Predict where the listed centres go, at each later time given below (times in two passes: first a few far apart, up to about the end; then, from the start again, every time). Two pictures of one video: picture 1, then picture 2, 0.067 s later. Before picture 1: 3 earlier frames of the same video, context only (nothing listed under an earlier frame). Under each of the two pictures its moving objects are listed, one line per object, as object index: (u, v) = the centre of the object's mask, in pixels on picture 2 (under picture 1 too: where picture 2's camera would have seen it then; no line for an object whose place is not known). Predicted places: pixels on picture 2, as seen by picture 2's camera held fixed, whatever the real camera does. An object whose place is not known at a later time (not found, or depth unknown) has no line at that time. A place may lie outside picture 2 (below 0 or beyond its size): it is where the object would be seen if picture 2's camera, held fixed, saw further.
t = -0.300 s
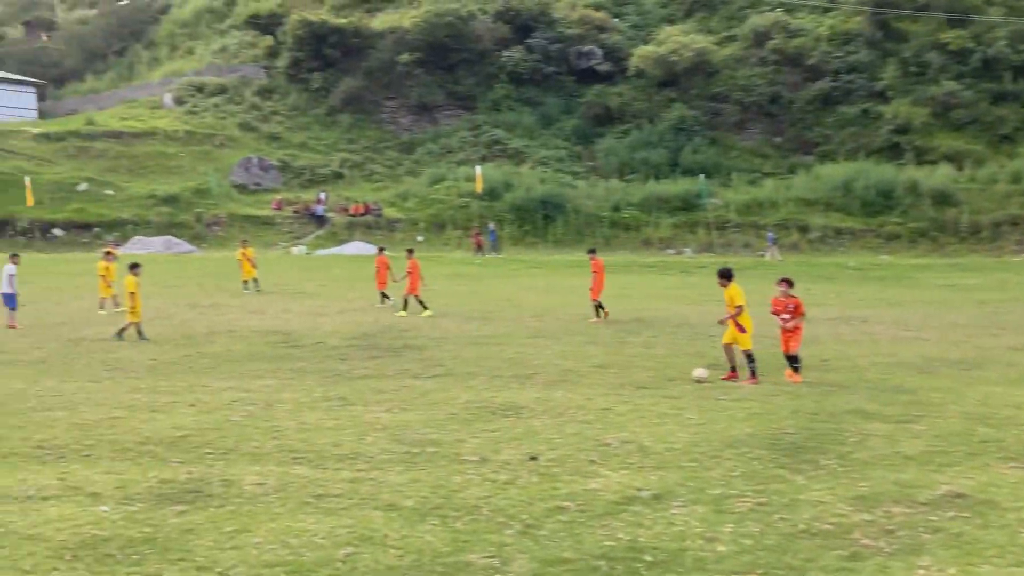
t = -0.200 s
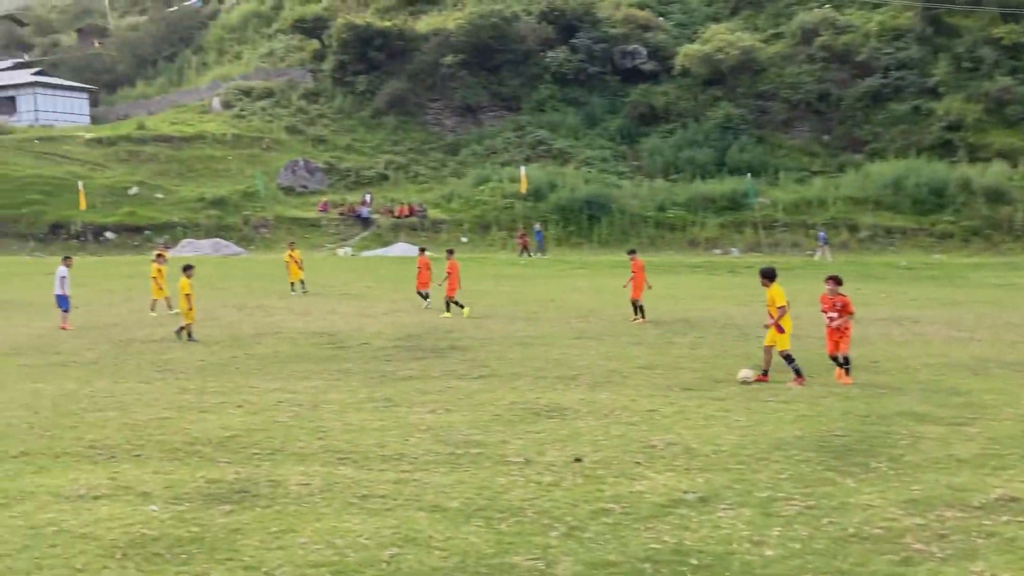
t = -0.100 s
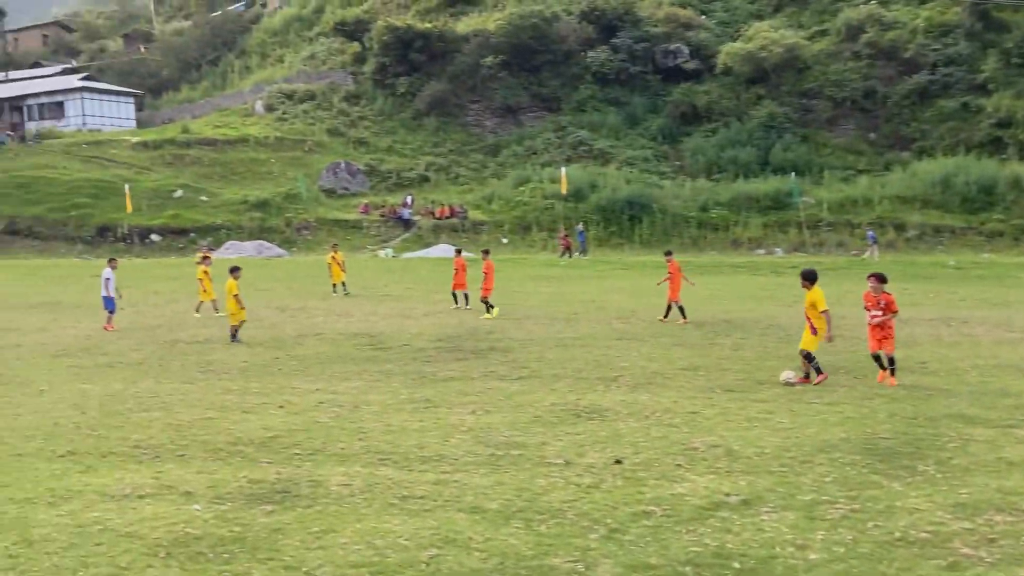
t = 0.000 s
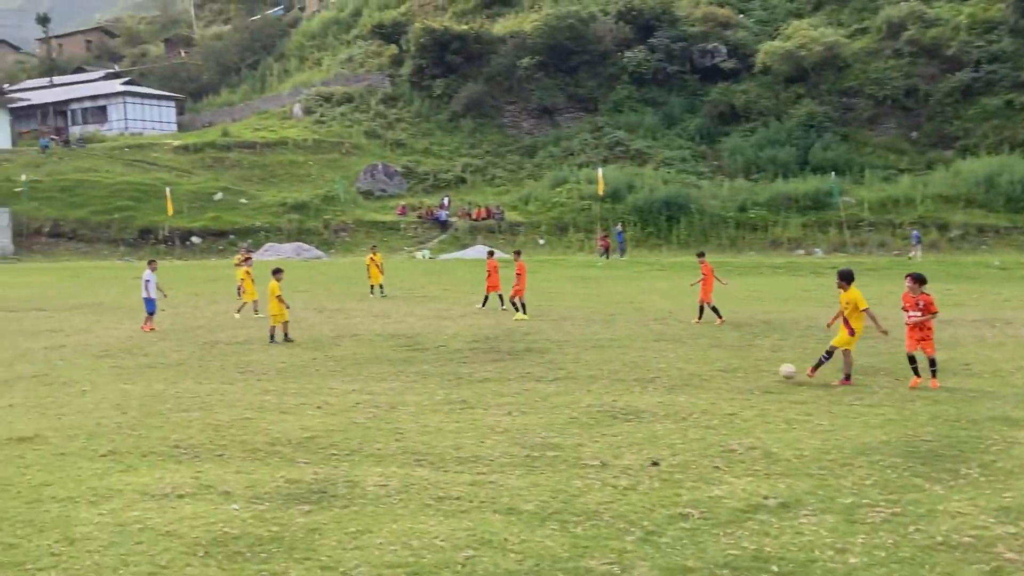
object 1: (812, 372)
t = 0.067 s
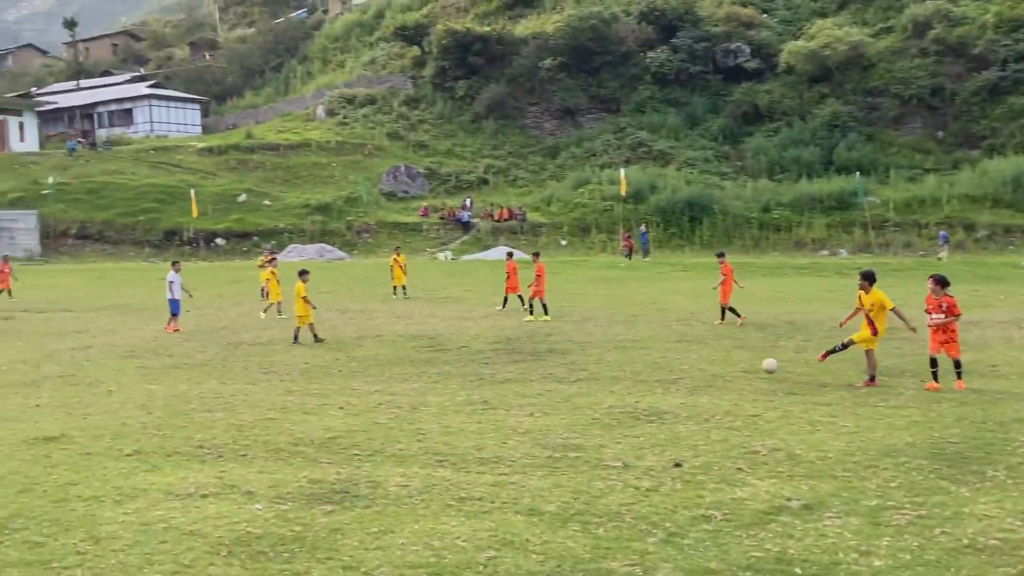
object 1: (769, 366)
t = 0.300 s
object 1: (645, 362)
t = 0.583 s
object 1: (549, 356)
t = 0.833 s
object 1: (492, 353)
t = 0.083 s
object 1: (759, 365)
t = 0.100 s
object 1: (749, 364)
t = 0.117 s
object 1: (739, 363)
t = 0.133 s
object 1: (729, 362)
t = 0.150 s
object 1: (720, 362)
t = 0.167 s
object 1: (710, 362)
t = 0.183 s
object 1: (701, 362)
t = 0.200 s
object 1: (693, 362)
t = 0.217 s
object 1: (684, 363)
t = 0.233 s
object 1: (676, 364)
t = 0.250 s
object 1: (667, 364)
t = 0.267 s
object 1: (659, 364)
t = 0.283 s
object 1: (652, 363)
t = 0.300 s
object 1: (645, 362)
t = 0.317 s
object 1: (638, 361)
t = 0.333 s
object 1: (632, 360)
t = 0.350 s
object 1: (625, 359)
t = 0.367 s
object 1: (619, 359)
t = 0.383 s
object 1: (612, 358)
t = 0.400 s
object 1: (606, 358)
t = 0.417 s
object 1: (600, 358)
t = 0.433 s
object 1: (595, 358)
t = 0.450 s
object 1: (588, 358)
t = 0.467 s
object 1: (583, 359)
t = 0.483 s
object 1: (577, 360)
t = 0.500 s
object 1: (571, 360)
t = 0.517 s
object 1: (566, 360)
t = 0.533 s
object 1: (562, 359)
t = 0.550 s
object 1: (558, 358)
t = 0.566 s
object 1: (553, 357)
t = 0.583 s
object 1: (549, 356)
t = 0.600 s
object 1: (545, 356)
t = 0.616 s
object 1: (541, 355)
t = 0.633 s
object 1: (537, 355)
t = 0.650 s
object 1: (533, 355)
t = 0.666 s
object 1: (529, 355)
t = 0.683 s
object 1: (525, 355)
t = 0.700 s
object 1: (521, 356)
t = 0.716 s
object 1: (518, 356)
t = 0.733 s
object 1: (514, 357)
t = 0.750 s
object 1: (510, 358)
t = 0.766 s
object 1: (506, 357)
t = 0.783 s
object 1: (503, 357)
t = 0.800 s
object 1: (499, 356)
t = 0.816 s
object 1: (496, 355)
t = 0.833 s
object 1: (492, 353)
